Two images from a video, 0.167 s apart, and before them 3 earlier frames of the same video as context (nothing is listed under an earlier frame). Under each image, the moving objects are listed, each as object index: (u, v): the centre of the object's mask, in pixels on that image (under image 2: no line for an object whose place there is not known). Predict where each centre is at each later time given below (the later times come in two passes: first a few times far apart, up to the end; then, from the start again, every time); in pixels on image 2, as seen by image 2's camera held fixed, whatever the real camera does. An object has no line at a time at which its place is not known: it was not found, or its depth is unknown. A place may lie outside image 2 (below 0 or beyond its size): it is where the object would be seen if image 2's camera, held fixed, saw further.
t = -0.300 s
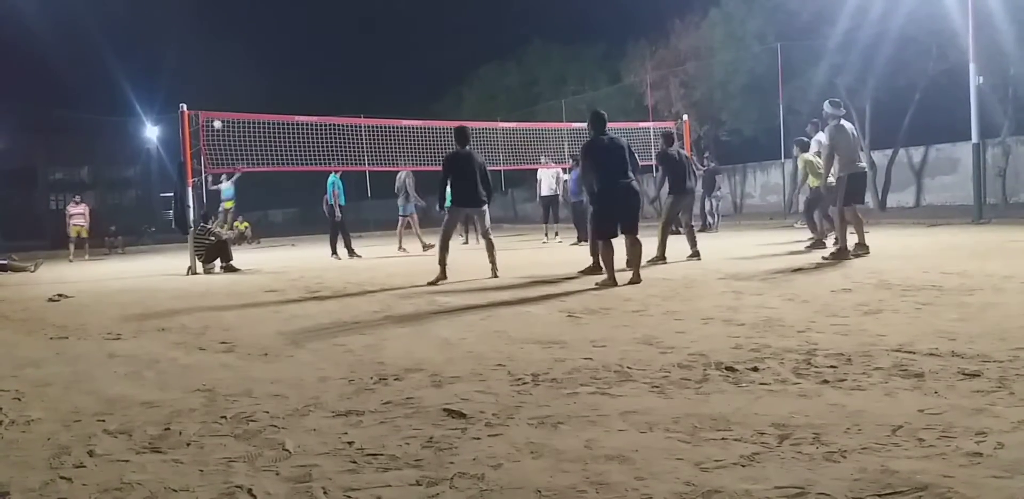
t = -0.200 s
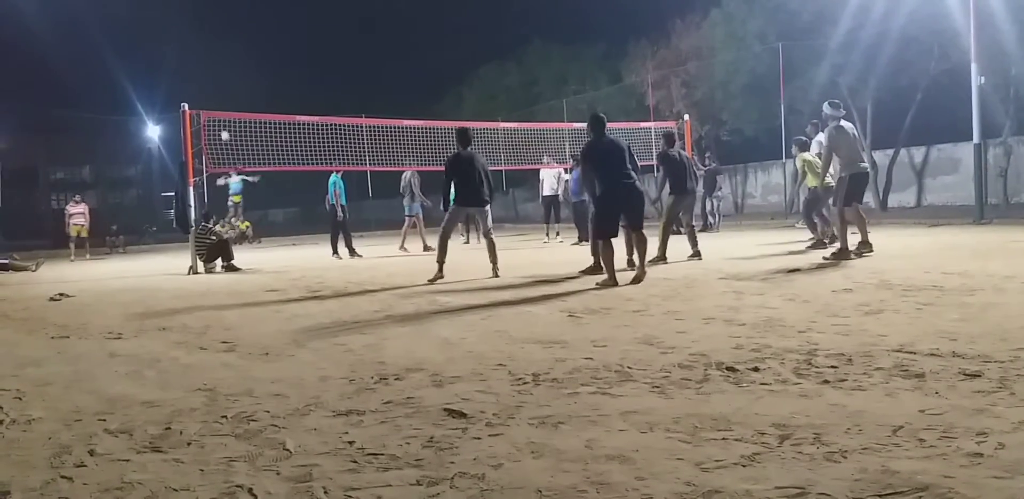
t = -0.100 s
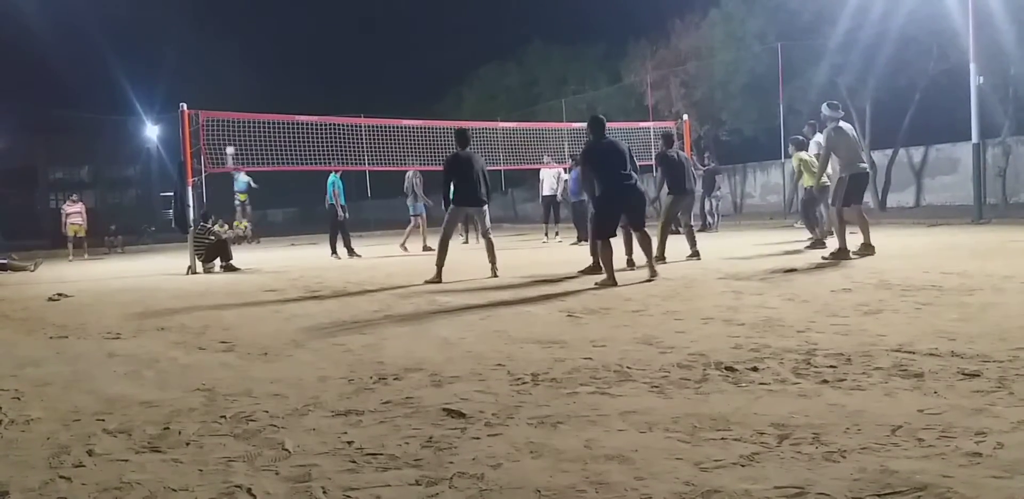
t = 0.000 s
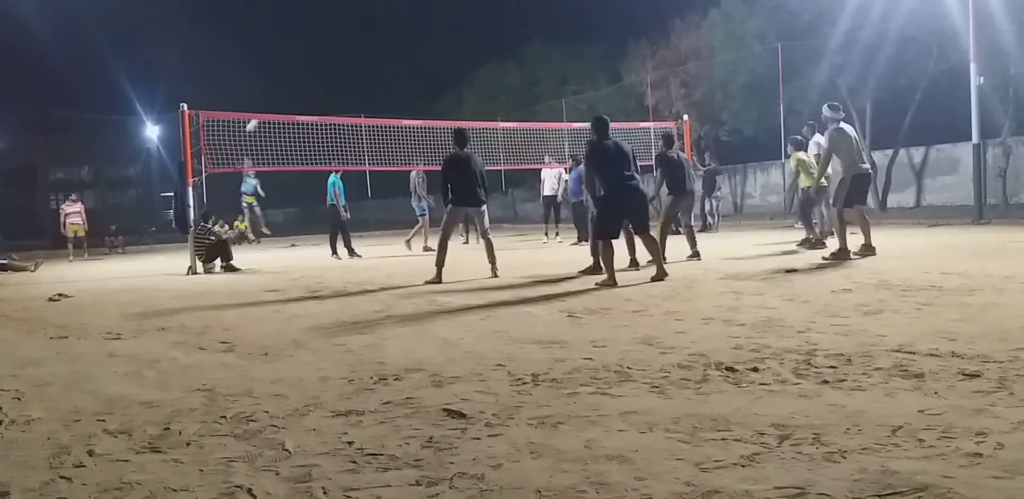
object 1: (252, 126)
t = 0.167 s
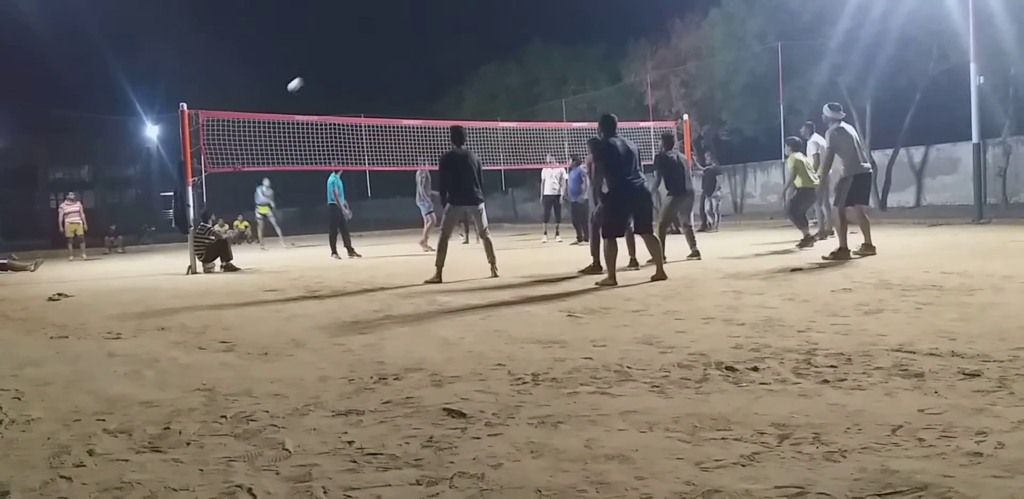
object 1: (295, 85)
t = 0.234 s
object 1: (316, 72)
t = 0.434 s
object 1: (387, 50)
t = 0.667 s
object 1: (495, 62)
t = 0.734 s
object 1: (532, 76)
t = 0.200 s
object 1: (305, 78)
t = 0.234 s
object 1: (316, 72)
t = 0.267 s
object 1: (326, 67)
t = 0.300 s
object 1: (337, 62)
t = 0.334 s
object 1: (349, 57)
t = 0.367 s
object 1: (361, 54)
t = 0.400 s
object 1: (374, 51)
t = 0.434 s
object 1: (387, 50)
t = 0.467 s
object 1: (401, 48)
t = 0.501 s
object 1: (415, 48)
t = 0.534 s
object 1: (430, 49)
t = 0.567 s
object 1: (445, 51)
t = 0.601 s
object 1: (461, 53)
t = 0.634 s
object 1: (478, 57)
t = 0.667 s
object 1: (495, 62)
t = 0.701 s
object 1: (513, 68)
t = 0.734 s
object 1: (532, 76)
